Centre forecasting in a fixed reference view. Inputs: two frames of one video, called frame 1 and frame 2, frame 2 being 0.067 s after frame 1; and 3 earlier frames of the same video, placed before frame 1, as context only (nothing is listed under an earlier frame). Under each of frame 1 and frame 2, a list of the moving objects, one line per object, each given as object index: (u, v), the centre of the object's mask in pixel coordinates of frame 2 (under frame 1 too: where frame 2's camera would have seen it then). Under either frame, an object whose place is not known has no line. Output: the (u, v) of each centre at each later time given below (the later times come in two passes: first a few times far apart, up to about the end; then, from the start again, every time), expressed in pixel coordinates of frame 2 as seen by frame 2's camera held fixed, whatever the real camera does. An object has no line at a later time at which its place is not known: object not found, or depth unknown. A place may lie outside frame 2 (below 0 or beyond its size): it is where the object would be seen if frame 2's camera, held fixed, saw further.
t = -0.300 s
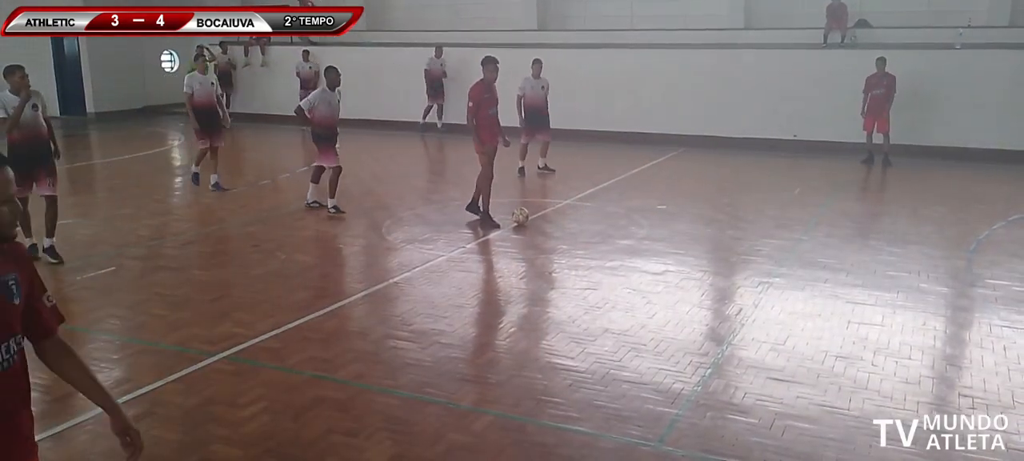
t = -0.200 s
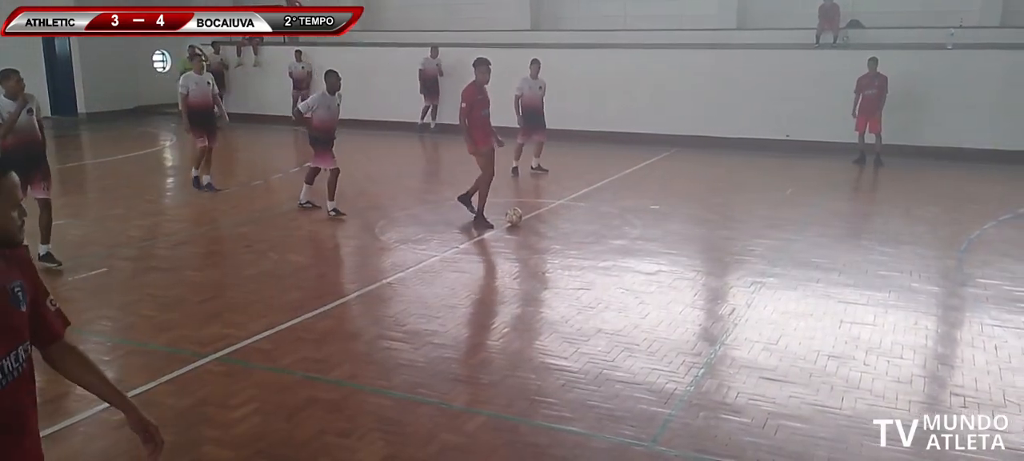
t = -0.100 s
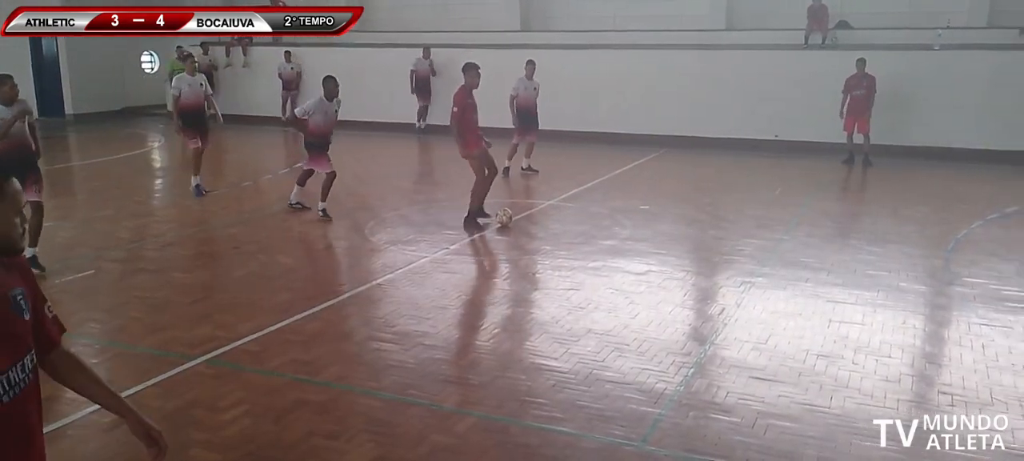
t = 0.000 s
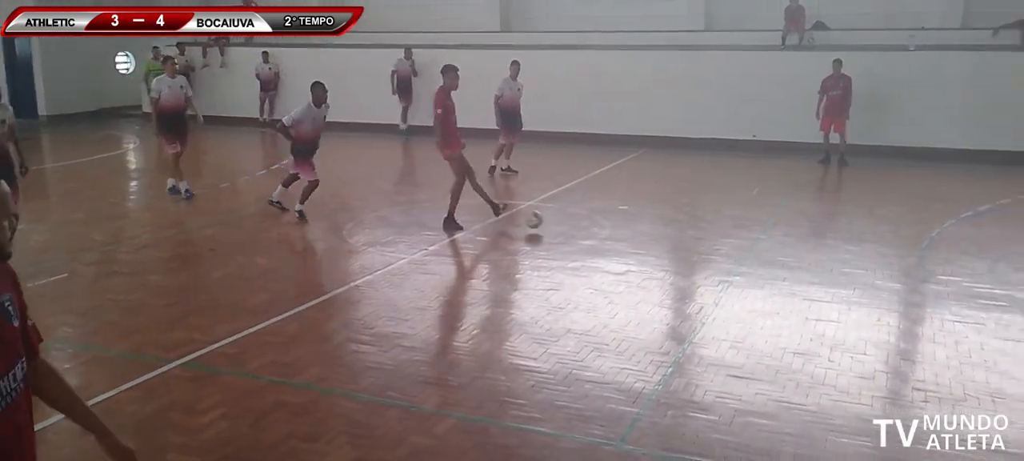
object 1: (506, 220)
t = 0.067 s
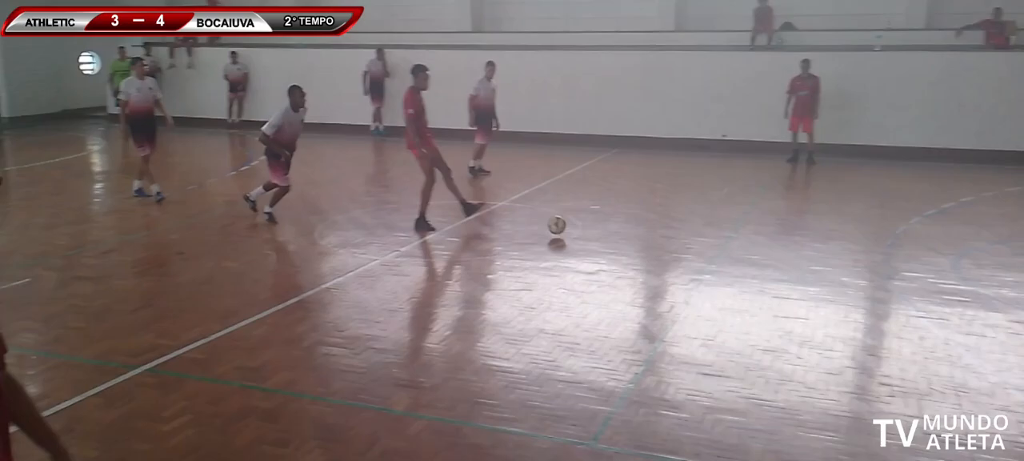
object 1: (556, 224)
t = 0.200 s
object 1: (661, 237)
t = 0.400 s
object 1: (816, 252)
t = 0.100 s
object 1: (583, 229)
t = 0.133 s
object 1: (608, 231)
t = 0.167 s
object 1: (635, 233)
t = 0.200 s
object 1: (661, 237)
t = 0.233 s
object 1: (687, 240)
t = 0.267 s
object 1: (712, 242)
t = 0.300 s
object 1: (738, 245)
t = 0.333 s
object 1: (764, 249)
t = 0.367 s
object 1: (790, 250)
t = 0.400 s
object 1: (816, 252)
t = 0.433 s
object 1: (842, 256)
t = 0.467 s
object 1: (868, 259)
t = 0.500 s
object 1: (894, 262)
